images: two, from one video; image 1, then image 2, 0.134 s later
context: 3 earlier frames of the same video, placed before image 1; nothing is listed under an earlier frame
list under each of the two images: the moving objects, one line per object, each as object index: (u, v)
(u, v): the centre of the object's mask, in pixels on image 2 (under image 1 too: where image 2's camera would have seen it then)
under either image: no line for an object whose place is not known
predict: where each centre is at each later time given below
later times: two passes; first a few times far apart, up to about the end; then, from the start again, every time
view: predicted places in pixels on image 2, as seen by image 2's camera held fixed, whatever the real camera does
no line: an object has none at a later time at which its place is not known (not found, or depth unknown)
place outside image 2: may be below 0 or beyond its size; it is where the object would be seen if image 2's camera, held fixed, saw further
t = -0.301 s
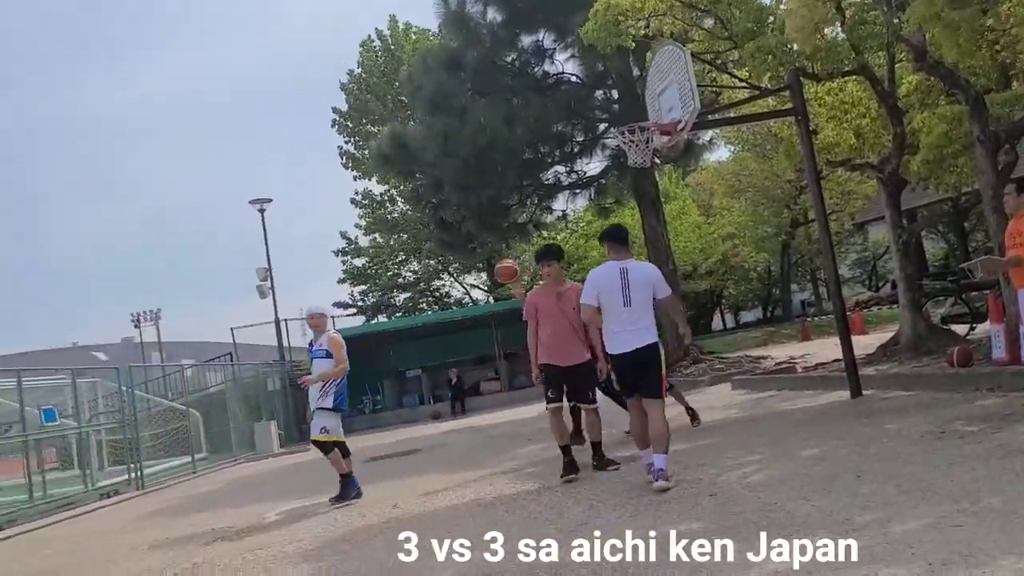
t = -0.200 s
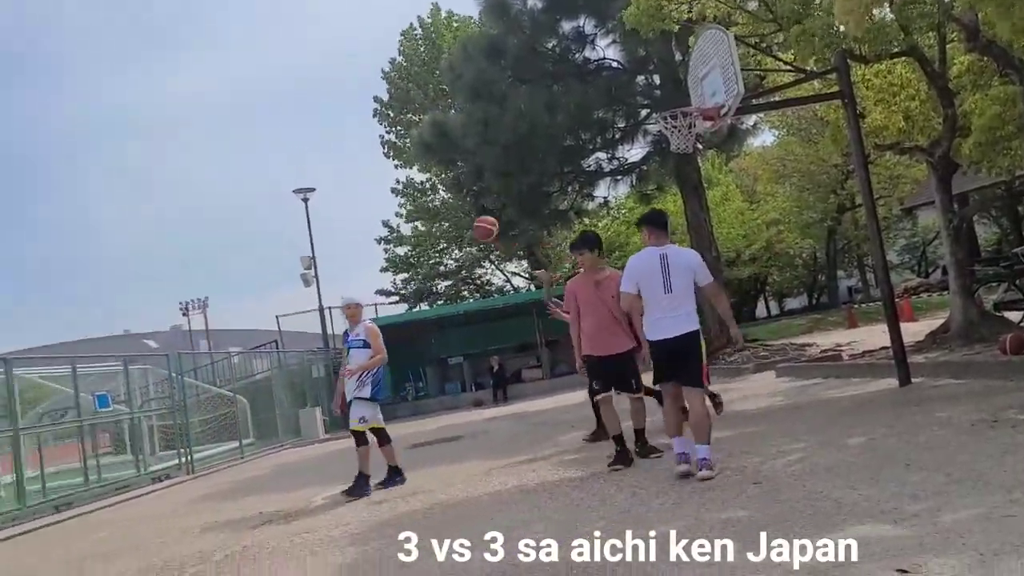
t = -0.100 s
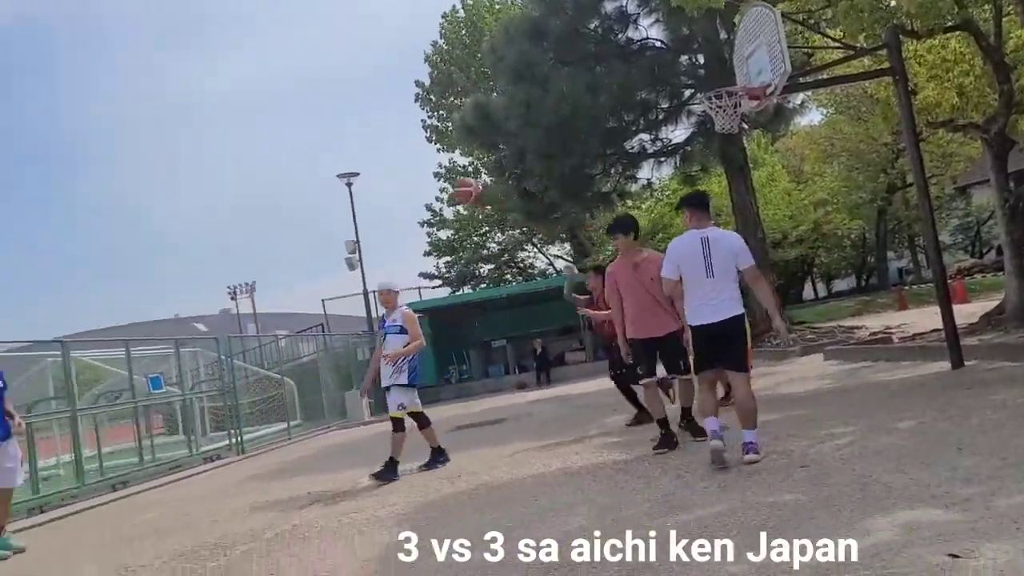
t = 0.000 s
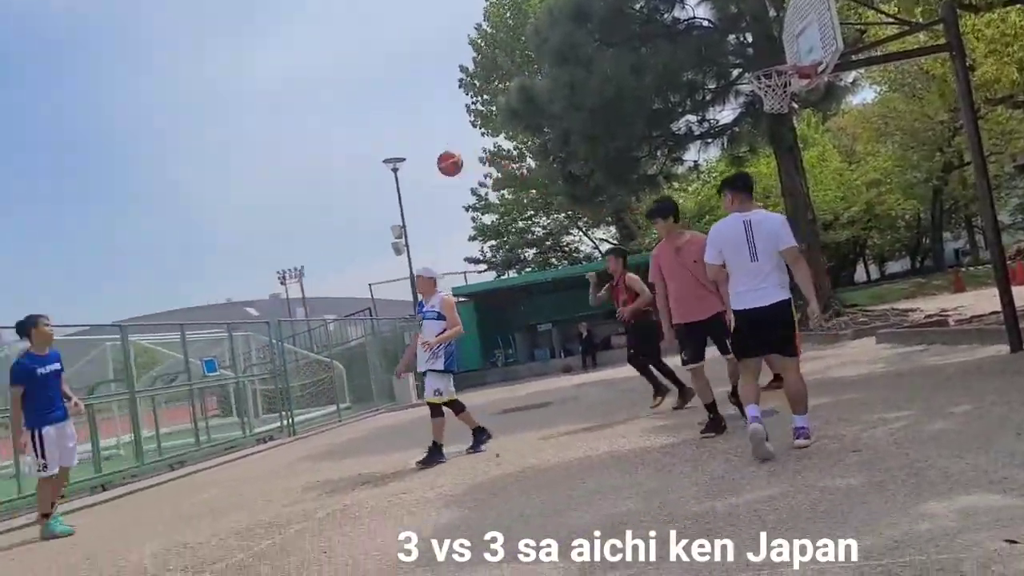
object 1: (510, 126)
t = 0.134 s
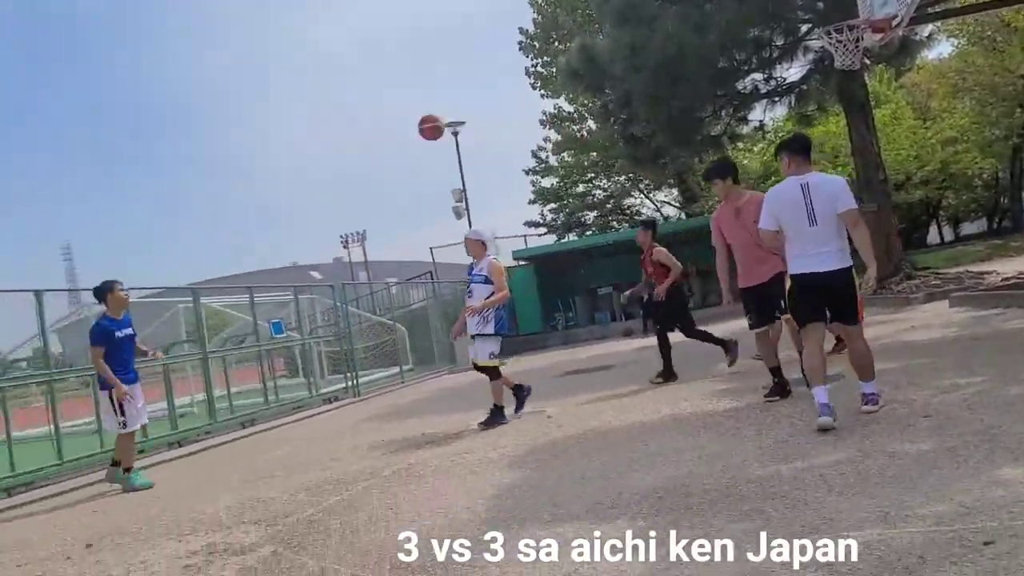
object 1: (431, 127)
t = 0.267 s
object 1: (355, 146)
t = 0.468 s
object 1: (245, 209)
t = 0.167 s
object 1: (411, 130)
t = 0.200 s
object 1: (392, 134)
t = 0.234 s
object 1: (373, 139)
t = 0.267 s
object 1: (355, 146)
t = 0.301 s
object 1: (336, 153)
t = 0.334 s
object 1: (317, 162)
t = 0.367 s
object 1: (299, 172)
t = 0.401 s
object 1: (281, 183)
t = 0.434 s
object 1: (263, 195)
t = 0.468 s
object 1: (245, 209)
